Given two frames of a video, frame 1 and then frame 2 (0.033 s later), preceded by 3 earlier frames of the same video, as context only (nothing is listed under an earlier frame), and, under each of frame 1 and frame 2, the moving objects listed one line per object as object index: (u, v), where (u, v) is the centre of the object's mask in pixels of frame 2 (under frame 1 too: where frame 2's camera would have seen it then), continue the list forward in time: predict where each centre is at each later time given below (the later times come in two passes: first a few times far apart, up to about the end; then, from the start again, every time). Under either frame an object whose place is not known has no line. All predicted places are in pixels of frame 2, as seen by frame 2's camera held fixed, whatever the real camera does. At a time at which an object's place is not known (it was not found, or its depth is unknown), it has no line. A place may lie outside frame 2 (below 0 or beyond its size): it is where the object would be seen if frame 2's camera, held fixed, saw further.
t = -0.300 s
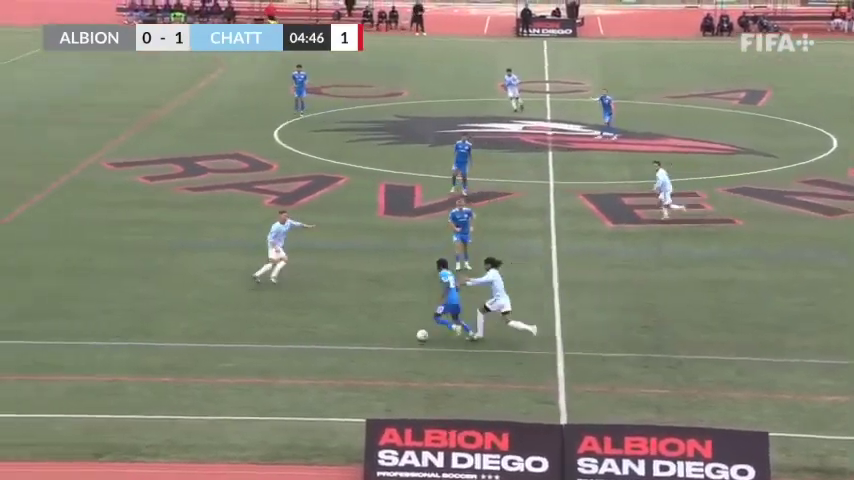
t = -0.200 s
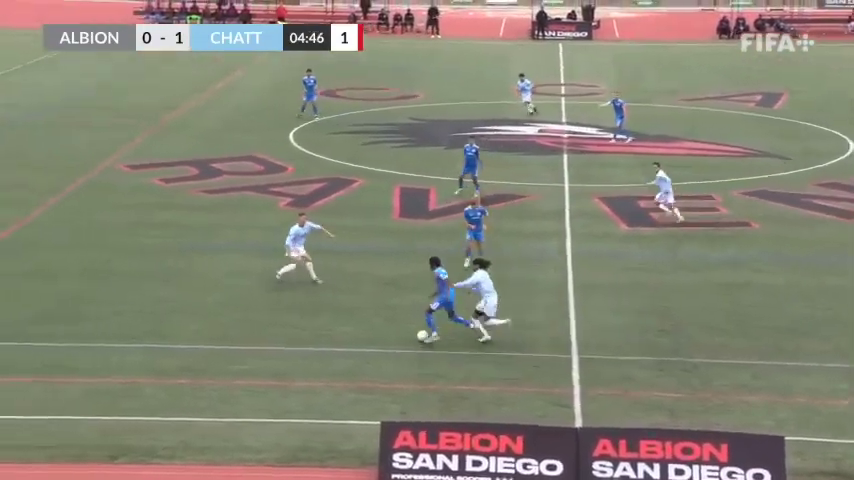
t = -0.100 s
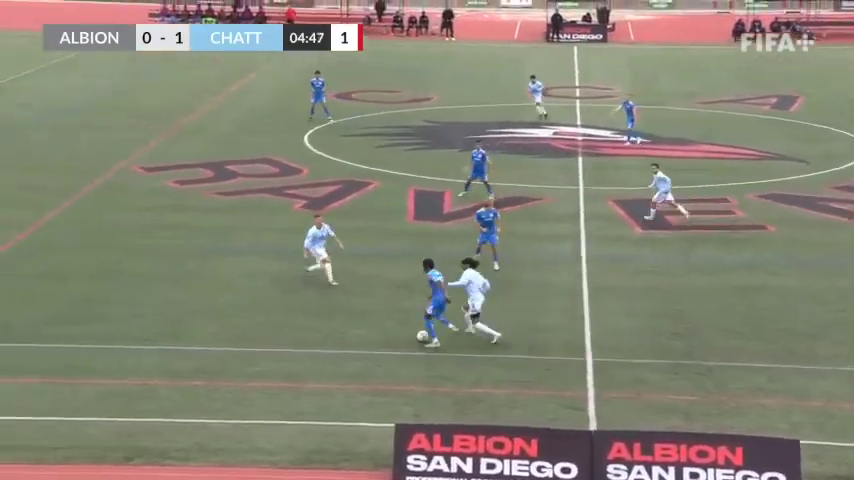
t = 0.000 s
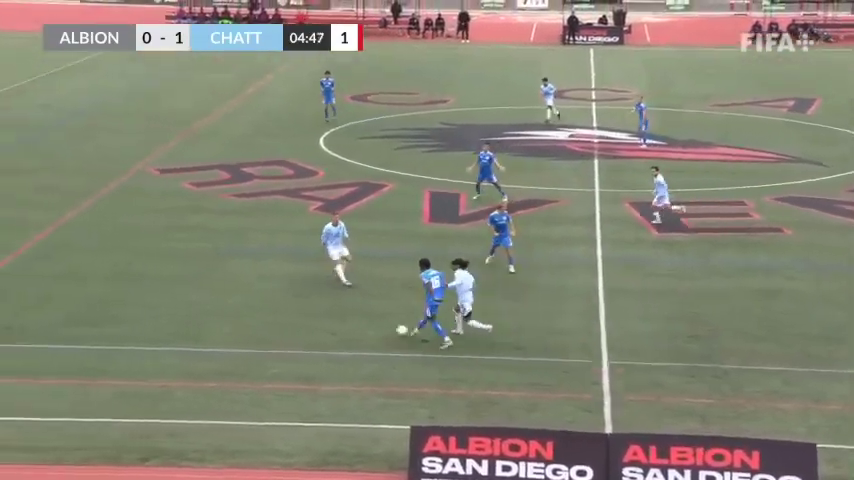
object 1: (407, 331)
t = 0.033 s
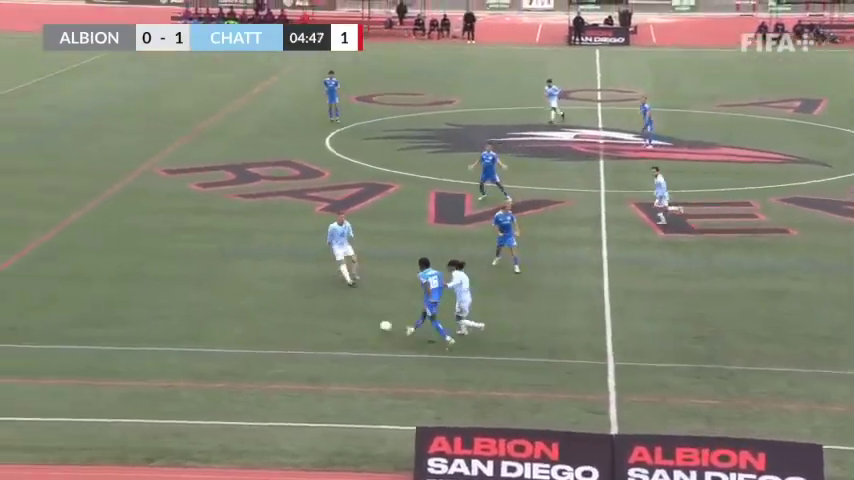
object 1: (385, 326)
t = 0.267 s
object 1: (247, 305)
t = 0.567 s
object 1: (119, 284)
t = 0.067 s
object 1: (363, 321)
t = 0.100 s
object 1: (342, 318)
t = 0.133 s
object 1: (322, 315)
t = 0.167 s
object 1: (302, 314)
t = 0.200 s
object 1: (282, 314)
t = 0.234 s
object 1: (265, 309)
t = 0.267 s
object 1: (247, 305)
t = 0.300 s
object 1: (231, 302)
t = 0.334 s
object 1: (216, 299)
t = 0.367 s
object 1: (199, 296)
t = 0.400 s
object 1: (185, 295)
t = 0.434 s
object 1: (169, 295)
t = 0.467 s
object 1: (154, 295)
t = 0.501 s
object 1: (142, 292)
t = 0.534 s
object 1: (130, 288)
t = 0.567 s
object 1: (119, 284)
